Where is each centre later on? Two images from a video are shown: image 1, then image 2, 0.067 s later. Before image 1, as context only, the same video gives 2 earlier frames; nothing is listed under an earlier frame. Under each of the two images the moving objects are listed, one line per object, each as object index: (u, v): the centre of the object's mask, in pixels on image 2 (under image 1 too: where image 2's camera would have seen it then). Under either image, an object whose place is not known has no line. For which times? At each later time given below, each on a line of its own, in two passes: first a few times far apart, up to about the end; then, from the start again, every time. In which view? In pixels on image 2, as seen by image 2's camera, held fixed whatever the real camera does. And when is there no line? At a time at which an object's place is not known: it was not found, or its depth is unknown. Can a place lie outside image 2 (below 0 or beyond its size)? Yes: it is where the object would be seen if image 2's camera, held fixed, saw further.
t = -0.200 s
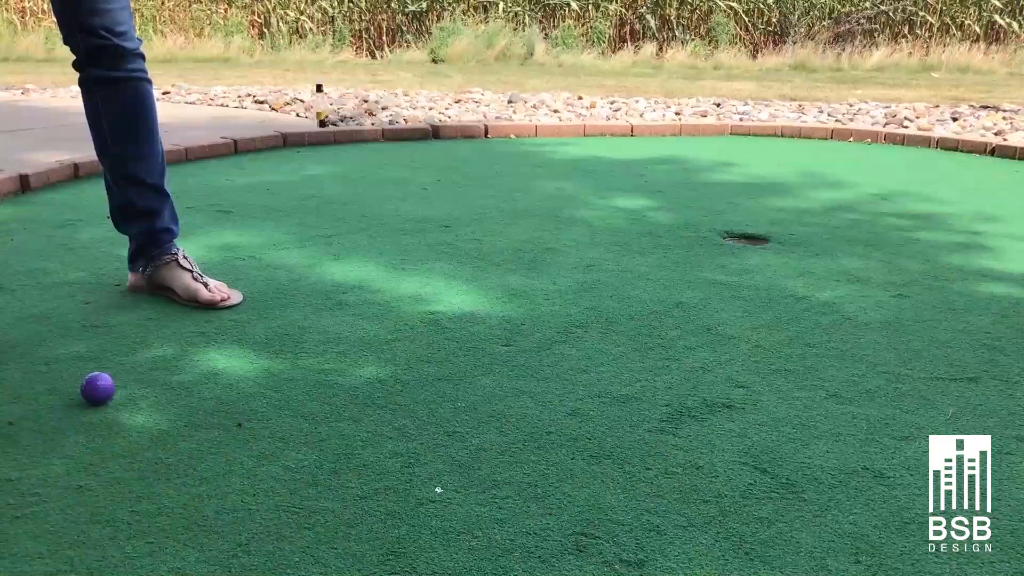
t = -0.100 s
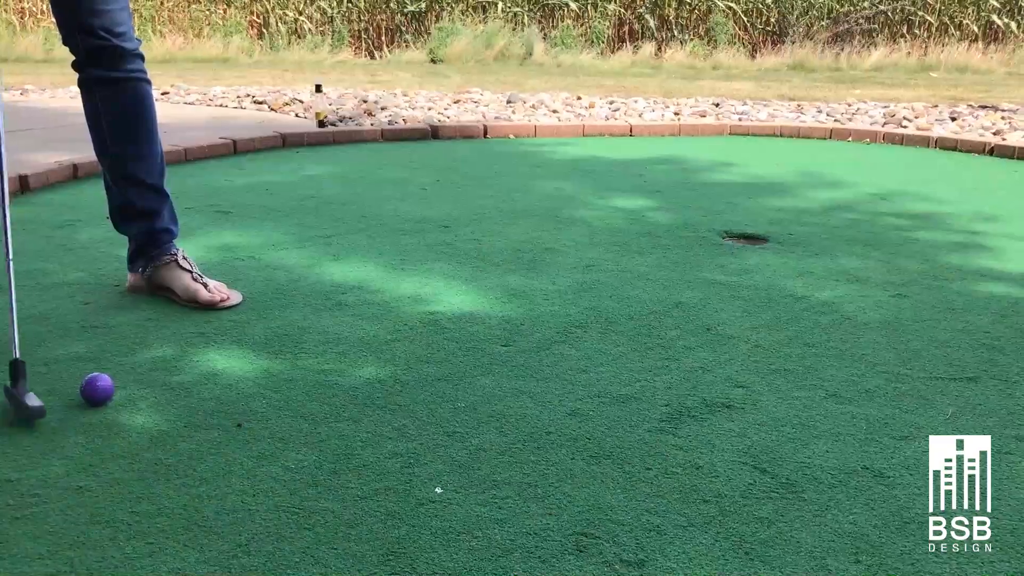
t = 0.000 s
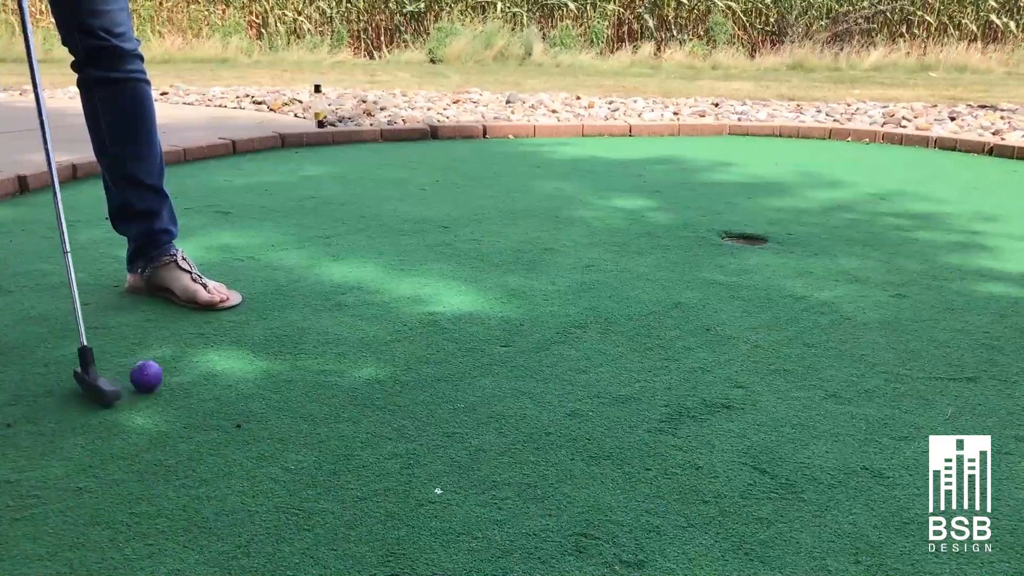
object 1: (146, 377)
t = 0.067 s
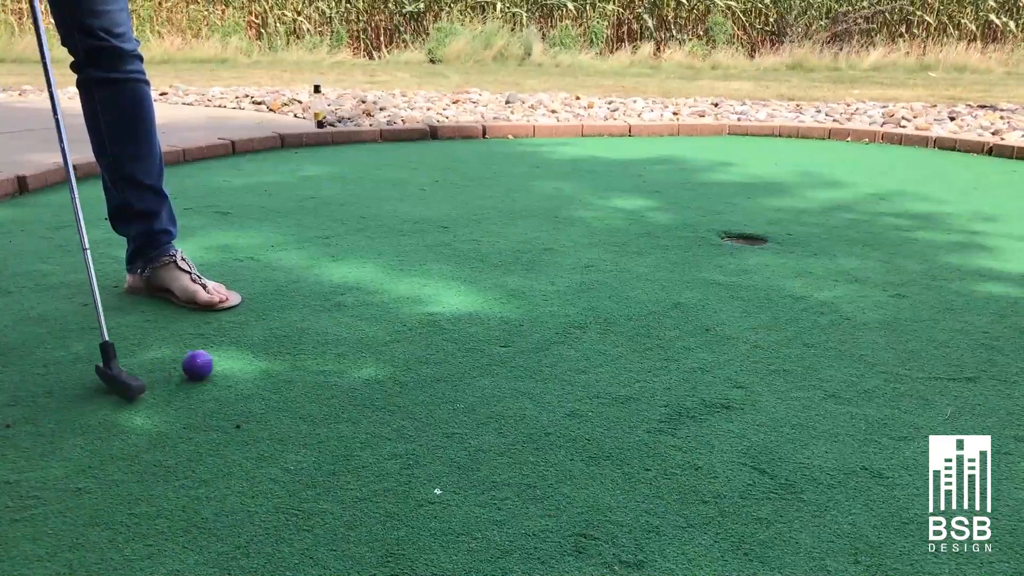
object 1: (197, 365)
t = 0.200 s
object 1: (282, 343)
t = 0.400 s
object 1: (384, 317)
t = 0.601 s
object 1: (461, 297)
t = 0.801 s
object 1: (524, 283)
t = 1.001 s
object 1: (575, 271)
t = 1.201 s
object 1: (616, 262)
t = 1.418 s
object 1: (650, 252)
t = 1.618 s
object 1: (677, 246)
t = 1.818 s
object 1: (697, 240)
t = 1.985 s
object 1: (709, 237)
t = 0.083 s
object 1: (209, 362)
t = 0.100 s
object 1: (220, 359)
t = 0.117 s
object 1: (231, 357)
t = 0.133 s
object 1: (241, 354)
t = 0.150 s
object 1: (252, 351)
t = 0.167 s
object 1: (262, 349)
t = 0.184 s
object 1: (272, 346)
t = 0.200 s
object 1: (282, 343)
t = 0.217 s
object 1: (291, 341)
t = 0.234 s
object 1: (300, 338)
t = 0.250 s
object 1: (310, 336)
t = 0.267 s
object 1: (319, 334)
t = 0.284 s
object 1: (328, 331)
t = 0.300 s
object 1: (336, 329)
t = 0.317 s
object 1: (344, 327)
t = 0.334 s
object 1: (353, 325)
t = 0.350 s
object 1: (361, 323)
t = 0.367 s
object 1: (368, 321)
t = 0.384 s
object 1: (376, 318)
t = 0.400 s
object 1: (384, 317)
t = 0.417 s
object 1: (391, 315)
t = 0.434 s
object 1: (398, 313)
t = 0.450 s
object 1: (405, 311)
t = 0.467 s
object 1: (412, 310)
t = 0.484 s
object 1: (419, 308)
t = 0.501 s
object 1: (425, 306)
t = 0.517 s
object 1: (431, 305)
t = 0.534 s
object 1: (438, 303)
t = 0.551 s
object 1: (443, 302)
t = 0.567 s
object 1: (450, 300)
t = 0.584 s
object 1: (455, 299)
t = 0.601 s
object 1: (461, 297)
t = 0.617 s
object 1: (467, 296)
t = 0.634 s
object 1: (473, 295)
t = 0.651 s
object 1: (478, 293)
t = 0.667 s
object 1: (484, 292)
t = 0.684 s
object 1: (489, 291)
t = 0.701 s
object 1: (494, 290)
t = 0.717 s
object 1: (499, 288)
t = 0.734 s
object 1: (504, 287)
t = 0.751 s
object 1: (510, 286)
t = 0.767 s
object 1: (515, 285)
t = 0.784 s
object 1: (520, 283)
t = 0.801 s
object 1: (524, 283)
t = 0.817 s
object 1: (529, 282)
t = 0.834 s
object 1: (533, 281)
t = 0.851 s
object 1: (538, 280)
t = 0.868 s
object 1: (542, 279)
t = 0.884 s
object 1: (547, 278)
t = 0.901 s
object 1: (551, 277)
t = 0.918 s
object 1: (555, 276)
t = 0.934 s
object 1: (559, 275)
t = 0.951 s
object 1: (564, 274)
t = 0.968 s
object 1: (567, 273)
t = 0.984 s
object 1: (571, 272)
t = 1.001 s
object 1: (575, 271)
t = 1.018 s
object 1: (579, 270)
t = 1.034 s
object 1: (582, 269)
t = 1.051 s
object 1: (586, 268)
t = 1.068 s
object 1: (590, 267)
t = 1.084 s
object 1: (593, 267)
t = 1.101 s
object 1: (596, 266)
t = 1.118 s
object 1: (600, 265)
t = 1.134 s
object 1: (603, 264)
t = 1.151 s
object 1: (607, 264)
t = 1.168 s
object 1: (610, 263)
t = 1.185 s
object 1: (613, 262)
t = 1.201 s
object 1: (616, 262)
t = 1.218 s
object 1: (619, 261)
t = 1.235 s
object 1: (622, 260)
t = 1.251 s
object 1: (625, 259)
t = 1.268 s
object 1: (628, 258)
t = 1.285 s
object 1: (630, 258)
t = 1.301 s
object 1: (633, 257)
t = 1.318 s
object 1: (636, 256)
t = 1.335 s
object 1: (638, 256)
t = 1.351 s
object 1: (641, 255)
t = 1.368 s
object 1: (643, 254)
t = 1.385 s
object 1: (646, 254)
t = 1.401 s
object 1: (648, 253)
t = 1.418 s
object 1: (650, 252)
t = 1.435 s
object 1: (653, 251)
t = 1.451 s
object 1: (655, 251)
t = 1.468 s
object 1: (657, 250)
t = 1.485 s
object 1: (660, 250)
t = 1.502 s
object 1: (662, 249)
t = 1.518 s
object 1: (664, 249)
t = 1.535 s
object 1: (666, 248)
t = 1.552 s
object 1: (668, 248)
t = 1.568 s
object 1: (670, 247)
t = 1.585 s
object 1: (672, 247)
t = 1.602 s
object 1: (675, 247)
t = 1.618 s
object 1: (677, 246)
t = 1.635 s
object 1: (679, 245)
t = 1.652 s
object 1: (680, 245)
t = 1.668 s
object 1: (683, 244)
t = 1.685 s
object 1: (685, 244)
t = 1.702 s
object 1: (686, 243)
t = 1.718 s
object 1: (688, 243)
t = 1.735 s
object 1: (690, 243)
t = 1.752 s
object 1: (691, 242)
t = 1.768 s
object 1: (692, 242)
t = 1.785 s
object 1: (694, 242)
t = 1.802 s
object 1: (696, 241)
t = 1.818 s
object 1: (697, 240)
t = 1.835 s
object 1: (698, 240)
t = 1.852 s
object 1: (699, 240)
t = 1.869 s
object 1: (701, 240)
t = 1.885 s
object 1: (702, 239)
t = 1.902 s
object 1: (703, 239)
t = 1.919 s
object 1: (705, 238)
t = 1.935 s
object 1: (706, 238)
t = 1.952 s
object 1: (707, 238)
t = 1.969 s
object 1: (708, 238)
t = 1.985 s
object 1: (709, 237)
